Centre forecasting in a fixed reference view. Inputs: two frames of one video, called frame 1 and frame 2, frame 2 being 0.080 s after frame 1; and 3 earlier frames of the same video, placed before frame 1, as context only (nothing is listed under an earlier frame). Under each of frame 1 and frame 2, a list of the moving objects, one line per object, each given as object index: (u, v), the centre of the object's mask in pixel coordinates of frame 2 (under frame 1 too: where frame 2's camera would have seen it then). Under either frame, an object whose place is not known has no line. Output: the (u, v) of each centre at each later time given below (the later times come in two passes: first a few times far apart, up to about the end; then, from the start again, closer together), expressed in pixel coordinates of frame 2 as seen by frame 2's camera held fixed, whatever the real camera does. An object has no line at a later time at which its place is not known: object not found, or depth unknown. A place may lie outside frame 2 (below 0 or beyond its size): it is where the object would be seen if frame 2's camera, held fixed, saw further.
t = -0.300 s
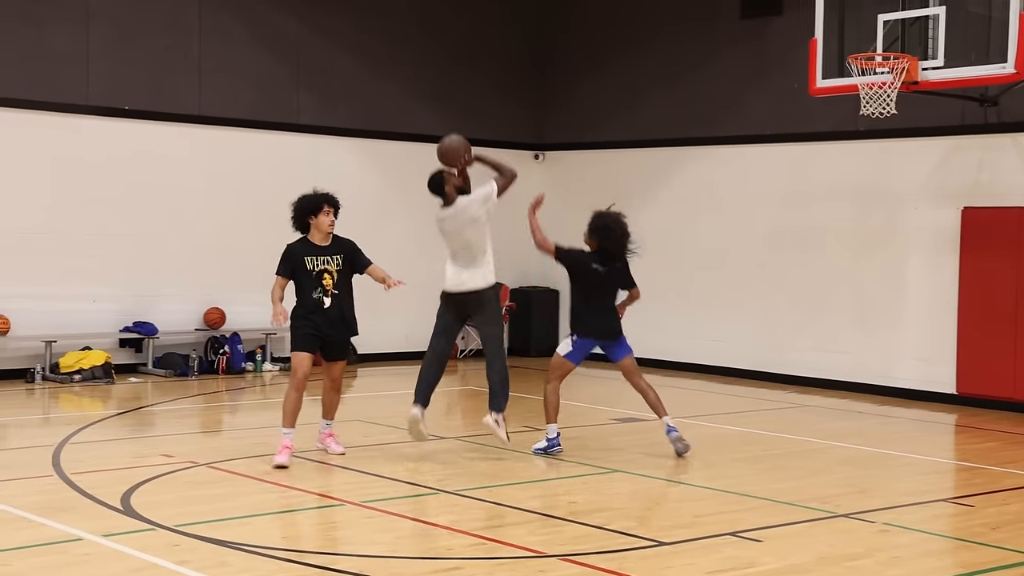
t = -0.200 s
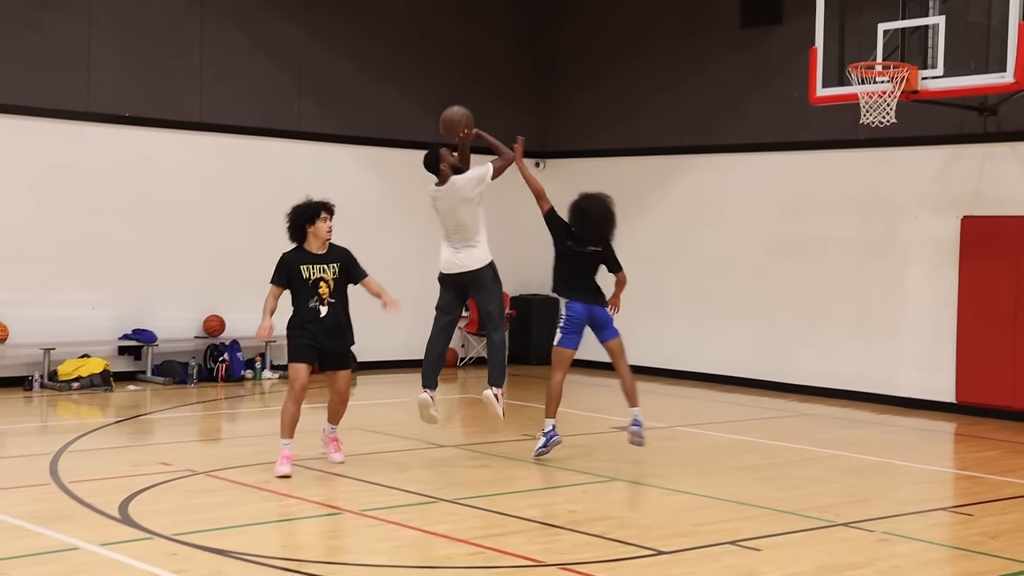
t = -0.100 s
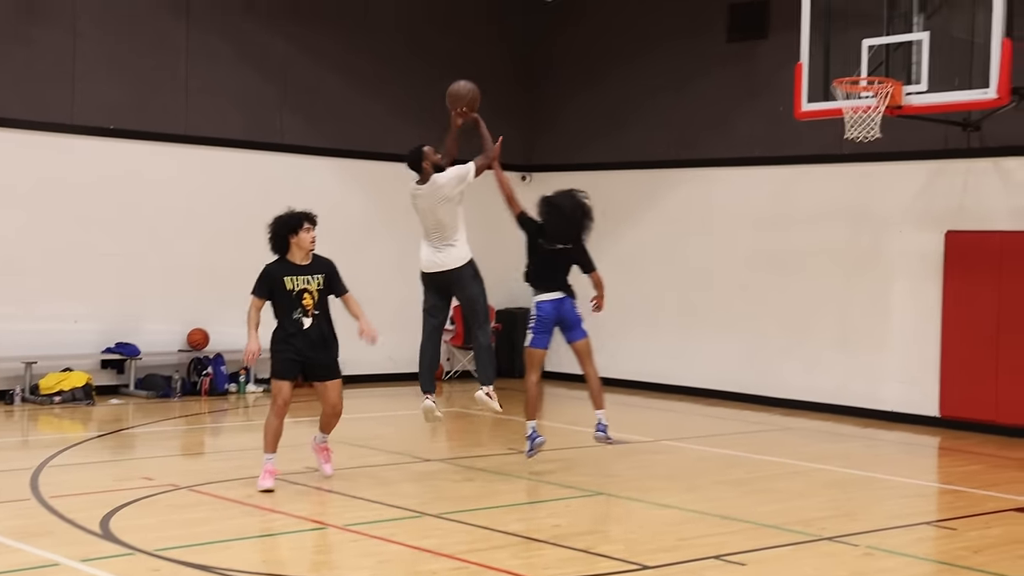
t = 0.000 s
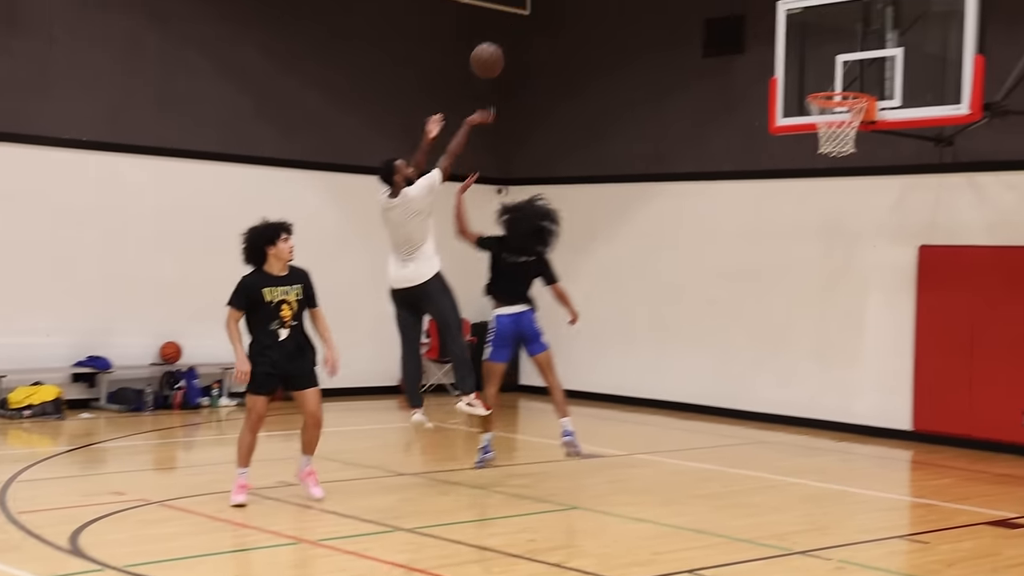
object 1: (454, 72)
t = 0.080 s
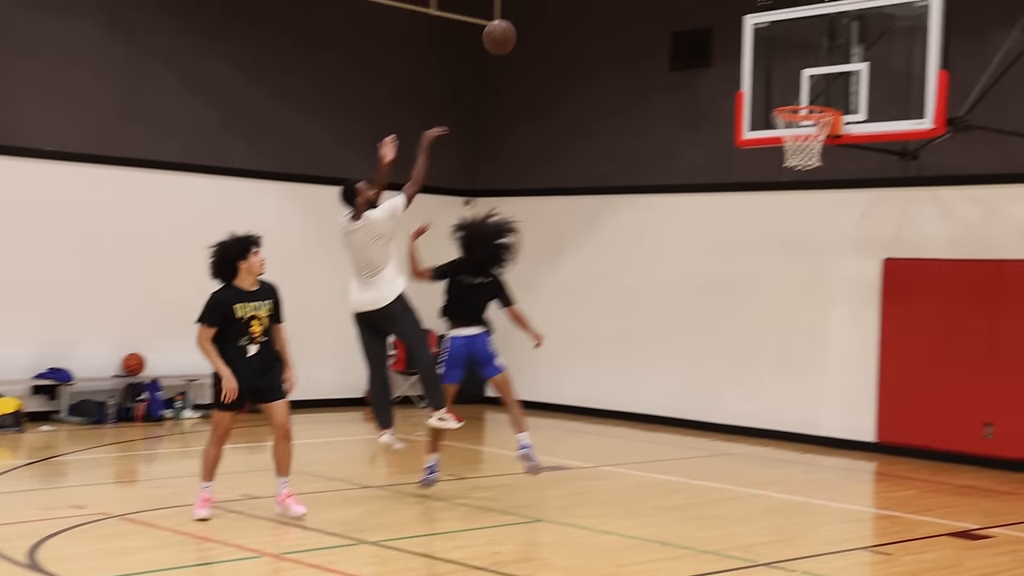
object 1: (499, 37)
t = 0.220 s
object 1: (573, -2)
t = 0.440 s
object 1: (677, -11)
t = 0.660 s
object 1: (772, 39)
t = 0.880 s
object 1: (824, 67)
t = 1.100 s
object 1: (810, 21)
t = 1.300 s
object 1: (784, 26)
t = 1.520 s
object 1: (758, 87)
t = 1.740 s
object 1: (731, 206)
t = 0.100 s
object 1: (510, 30)
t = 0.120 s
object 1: (521, 23)
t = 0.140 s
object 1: (532, 17)
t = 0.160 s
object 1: (542, 11)
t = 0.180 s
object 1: (552, 6)
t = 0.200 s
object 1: (563, 2)
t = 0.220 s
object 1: (573, -2)
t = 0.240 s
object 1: (583, -5)
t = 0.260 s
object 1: (593, -7)
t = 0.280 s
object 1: (602, -10)
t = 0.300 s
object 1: (612, -12)
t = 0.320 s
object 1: (621, -13)
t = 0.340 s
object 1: (631, -15)
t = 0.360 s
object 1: (641, -15)
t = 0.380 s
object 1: (650, -16)
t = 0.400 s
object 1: (659, -16)
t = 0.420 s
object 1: (668, -13)
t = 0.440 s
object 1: (677, -11)
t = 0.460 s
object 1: (686, -9)
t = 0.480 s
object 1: (695, -6)
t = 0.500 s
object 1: (703, -3)
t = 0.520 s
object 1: (712, 0)
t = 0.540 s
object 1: (721, 4)
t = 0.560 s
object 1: (730, 10)
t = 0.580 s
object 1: (738, 14)
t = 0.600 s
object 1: (747, 20)
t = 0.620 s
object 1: (756, 27)
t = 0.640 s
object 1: (765, 35)
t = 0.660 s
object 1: (772, 39)
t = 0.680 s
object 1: (781, 46)
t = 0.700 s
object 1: (789, 54)
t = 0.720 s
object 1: (797, 63)
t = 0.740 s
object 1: (807, 72)
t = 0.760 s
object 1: (815, 85)
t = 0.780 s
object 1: (822, 91)
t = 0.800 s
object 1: (827, 97)
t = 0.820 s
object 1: (827, 91)
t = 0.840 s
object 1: (827, 83)
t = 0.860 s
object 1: (826, 75)
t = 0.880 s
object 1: (824, 67)
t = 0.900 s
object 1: (823, 60)
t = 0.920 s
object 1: (822, 54)
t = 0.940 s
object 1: (821, 49)
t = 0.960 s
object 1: (820, 43)
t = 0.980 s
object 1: (819, 38)
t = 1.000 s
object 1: (818, 34)
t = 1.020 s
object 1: (817, 31)
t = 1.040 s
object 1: (815, 28)
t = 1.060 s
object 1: (814, 24)
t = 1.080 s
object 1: (811, 23)
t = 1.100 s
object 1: (810, 21)
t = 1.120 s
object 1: (808, 19)
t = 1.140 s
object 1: (805, 18)
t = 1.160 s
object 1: (803, 17)
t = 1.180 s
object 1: (801, 16)
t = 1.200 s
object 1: (798, 17)
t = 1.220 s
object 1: (795, 17)
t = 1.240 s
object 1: (793, 18)
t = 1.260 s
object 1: (791, 20)
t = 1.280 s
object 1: (788, 23)
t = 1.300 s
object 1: (784, 26)
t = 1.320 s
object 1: (782, 29)
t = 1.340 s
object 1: (781, 33)
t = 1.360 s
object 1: (778, 37)
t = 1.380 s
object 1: (775, 42)
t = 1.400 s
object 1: (773, 47)
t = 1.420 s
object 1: (770, 52)
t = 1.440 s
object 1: (767, 58)
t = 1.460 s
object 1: (765, 64)
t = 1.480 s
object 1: (763, 70)
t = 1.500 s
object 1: (760, 79)
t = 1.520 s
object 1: (758, 87)
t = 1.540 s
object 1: (755, 96)
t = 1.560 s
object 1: (753, 105)
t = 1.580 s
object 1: (751, 115)
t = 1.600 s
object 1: (749, 125)
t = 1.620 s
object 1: (747, 135)
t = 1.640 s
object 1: (744, 146)
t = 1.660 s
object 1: (741, 157)
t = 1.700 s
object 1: (736, 181)
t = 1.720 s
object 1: (734, 192)
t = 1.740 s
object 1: (731, 206)
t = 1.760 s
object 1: (728, 220)
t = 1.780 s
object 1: (726, 233)
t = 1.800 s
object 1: (723, 247)
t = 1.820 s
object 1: (721, 262)
